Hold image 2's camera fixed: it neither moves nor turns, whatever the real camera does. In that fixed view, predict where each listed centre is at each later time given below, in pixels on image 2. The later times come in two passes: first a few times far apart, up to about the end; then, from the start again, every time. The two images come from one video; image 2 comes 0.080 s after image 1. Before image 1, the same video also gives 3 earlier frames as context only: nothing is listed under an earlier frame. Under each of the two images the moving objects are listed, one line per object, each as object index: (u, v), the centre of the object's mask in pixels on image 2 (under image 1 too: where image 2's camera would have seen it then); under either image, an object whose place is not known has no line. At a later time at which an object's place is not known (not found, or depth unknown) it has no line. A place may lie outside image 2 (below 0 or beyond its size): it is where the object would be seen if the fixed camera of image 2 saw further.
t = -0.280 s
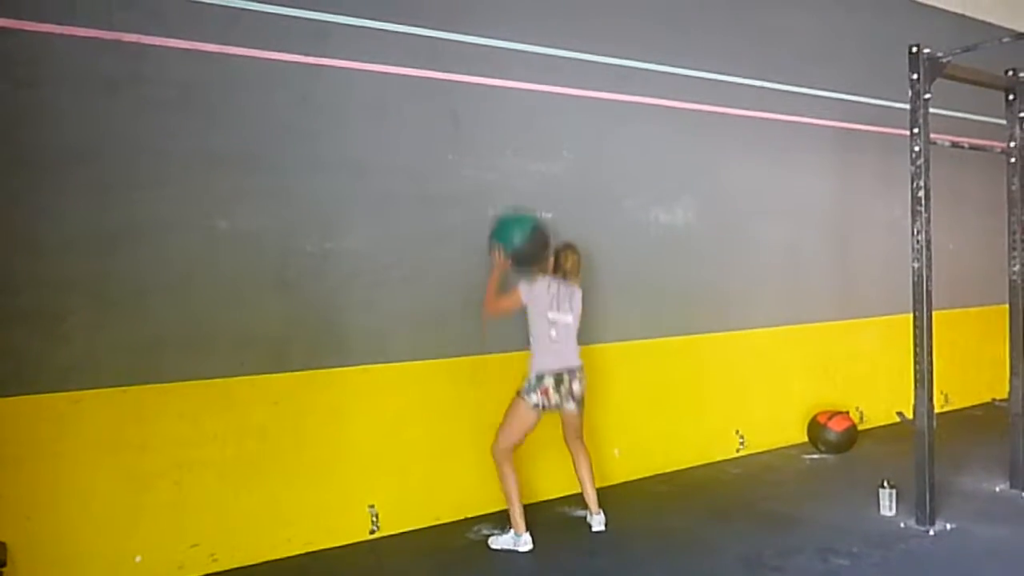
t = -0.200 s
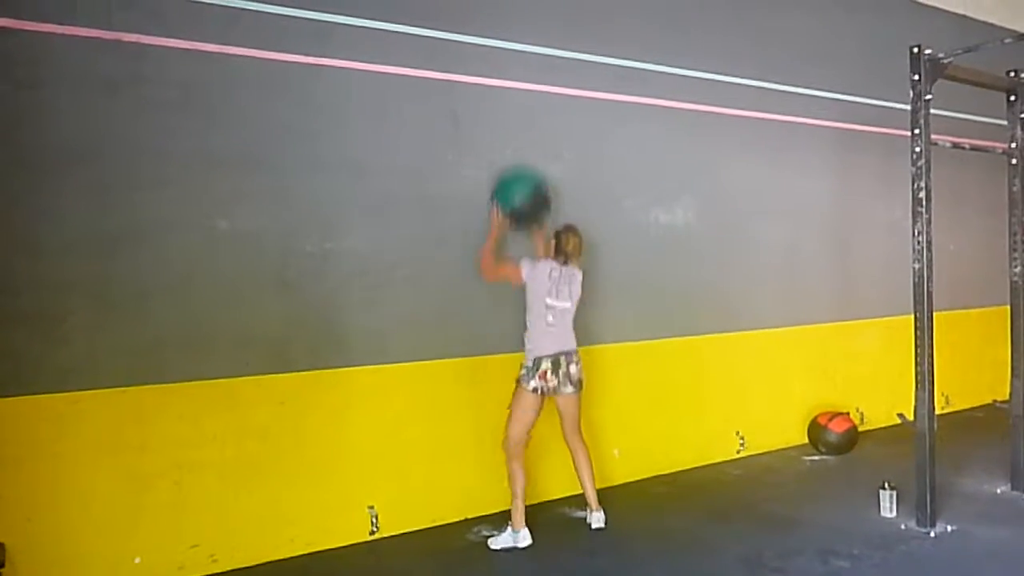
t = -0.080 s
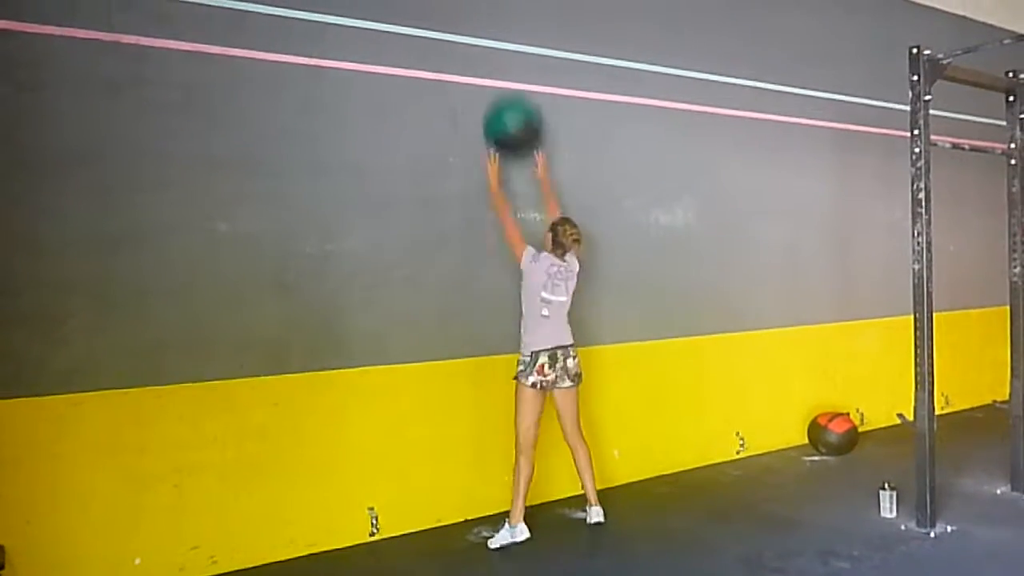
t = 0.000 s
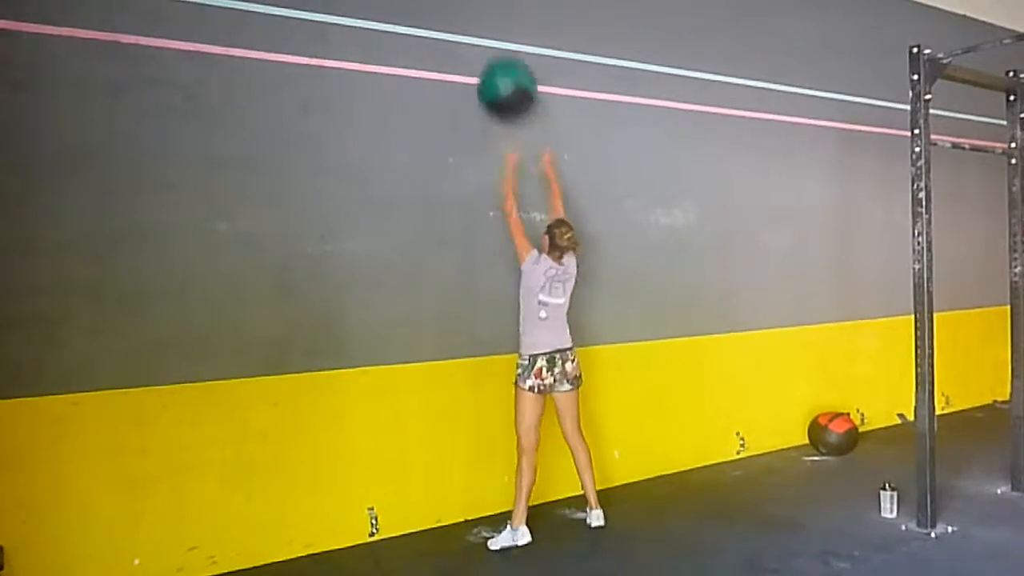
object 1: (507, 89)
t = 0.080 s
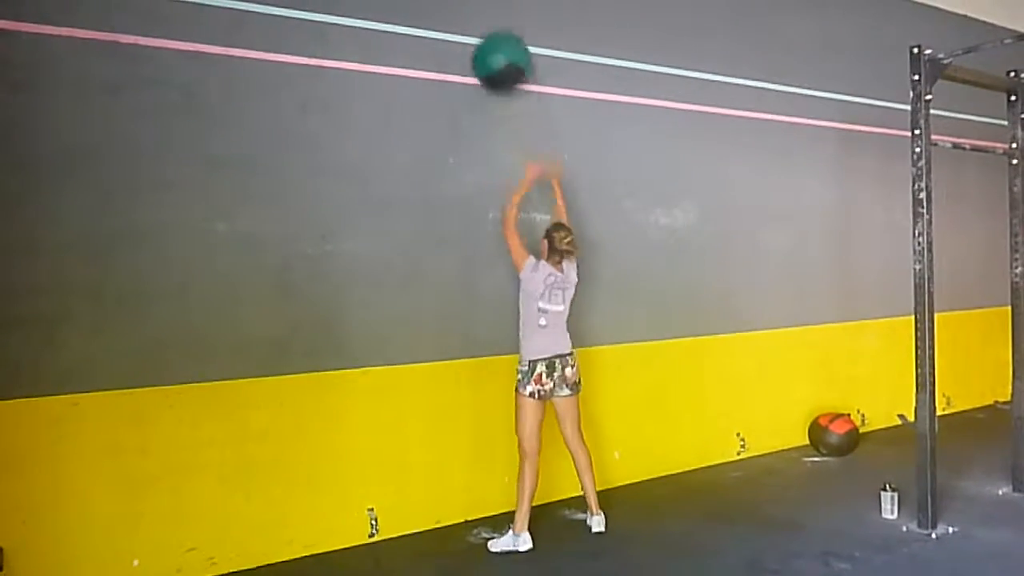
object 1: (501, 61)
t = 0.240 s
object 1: (505, 43)
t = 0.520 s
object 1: (521, 113)
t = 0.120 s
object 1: (500, 53)
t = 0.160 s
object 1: (501, 47)
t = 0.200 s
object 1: (503, 43)
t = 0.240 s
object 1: (505, 43)
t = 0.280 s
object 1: (507, 44)
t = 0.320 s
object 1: (509, 48)
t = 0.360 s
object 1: (511, 54)
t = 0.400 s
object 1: (513, 64)
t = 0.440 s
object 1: (516, 77)
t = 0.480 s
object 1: (520, 92)
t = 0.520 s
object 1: (521, 113)
